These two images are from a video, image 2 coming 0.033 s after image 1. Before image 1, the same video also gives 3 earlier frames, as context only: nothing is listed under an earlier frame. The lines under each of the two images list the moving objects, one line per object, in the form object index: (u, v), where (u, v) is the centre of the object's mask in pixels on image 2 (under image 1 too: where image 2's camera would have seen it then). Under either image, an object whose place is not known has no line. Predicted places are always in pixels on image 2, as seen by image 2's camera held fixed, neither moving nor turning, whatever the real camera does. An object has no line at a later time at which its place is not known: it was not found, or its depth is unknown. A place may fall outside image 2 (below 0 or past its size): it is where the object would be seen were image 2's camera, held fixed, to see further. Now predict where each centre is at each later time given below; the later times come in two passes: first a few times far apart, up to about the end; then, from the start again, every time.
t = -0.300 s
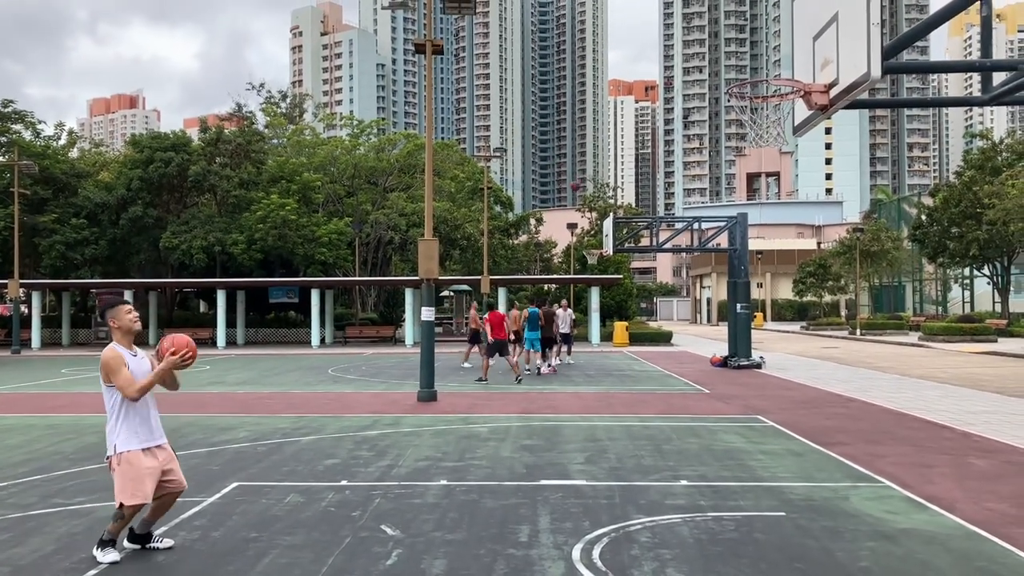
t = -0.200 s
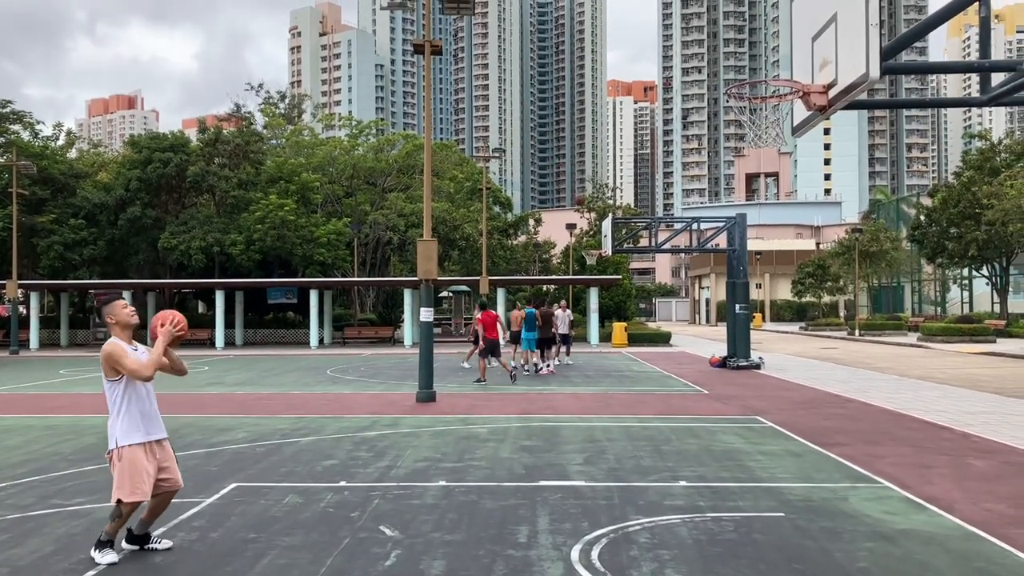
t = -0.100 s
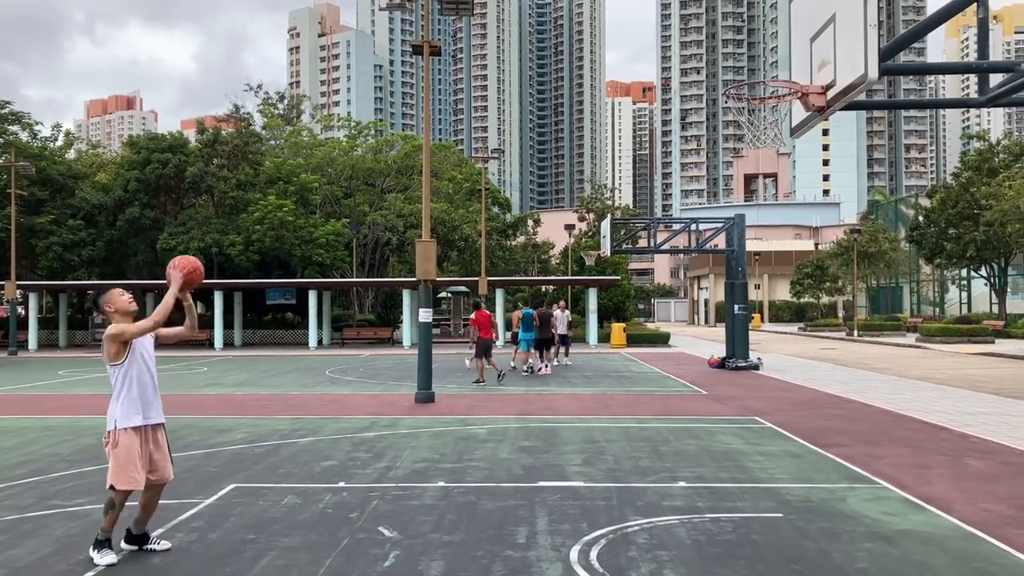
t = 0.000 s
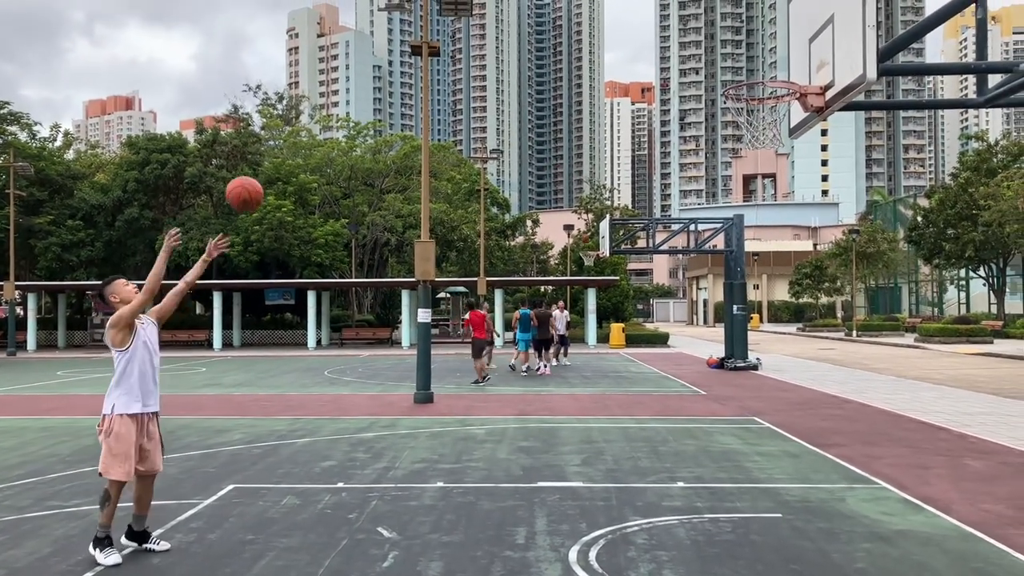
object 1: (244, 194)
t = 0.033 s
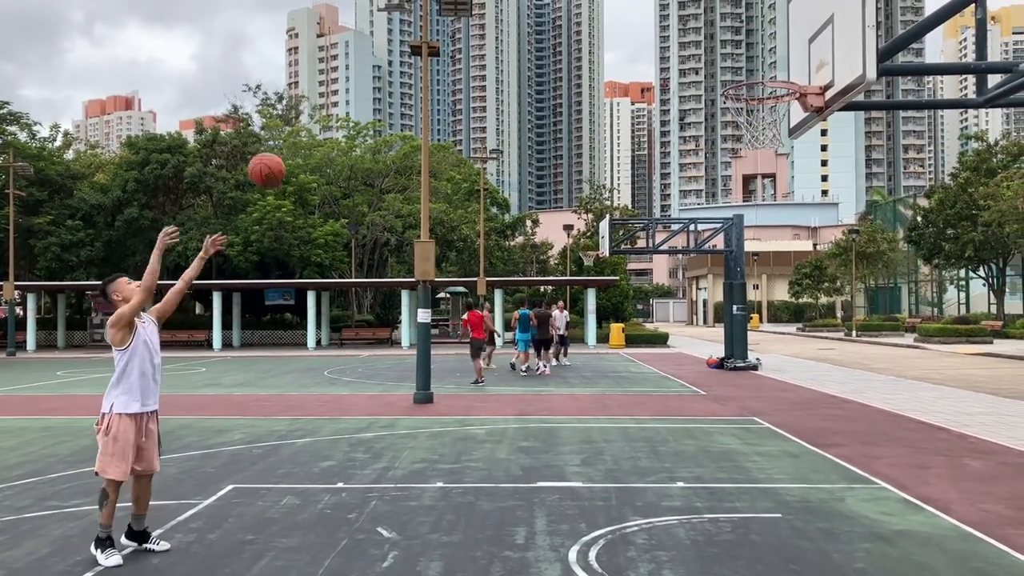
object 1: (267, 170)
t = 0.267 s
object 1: (422, 53)
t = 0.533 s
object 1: (597, 19)
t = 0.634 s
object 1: (662, 33)
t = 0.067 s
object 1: (289, 149)
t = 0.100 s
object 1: (312, 129)
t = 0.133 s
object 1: (333, 111)
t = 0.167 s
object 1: (356, 94)
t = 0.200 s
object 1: (378, 79)
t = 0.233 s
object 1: (400, 65)
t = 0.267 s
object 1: (422, 53)
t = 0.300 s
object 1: (443, 43)
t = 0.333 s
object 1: (466, 34)
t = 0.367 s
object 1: (487, 28)
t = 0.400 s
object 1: (509, 23)
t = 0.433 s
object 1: (531, 19)
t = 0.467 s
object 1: (553, 18)
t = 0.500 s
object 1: (575, 18)
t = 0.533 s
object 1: (597, 19)
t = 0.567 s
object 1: (619, 22)
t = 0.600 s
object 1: (641, 27)
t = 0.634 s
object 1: (662, 33)
